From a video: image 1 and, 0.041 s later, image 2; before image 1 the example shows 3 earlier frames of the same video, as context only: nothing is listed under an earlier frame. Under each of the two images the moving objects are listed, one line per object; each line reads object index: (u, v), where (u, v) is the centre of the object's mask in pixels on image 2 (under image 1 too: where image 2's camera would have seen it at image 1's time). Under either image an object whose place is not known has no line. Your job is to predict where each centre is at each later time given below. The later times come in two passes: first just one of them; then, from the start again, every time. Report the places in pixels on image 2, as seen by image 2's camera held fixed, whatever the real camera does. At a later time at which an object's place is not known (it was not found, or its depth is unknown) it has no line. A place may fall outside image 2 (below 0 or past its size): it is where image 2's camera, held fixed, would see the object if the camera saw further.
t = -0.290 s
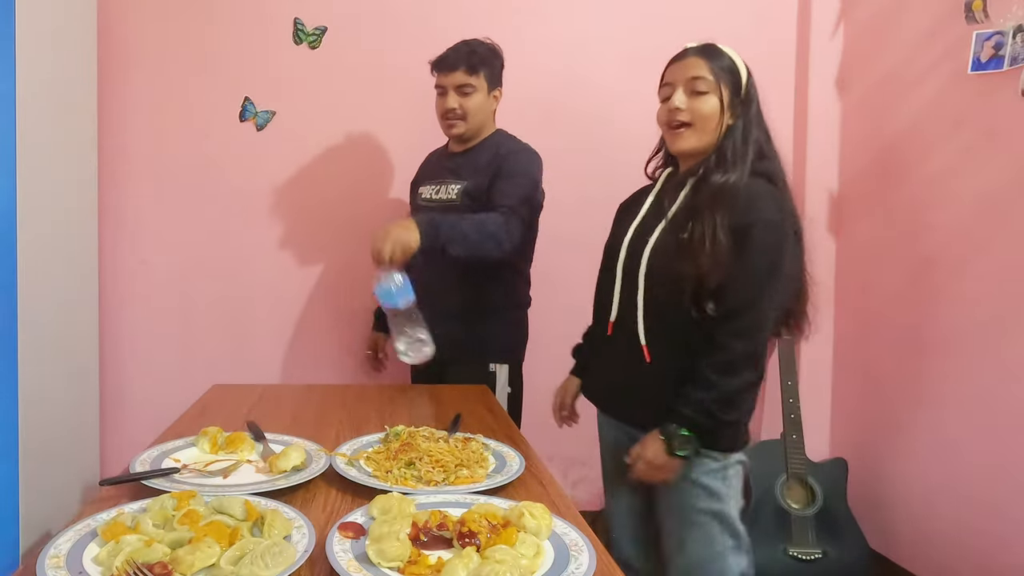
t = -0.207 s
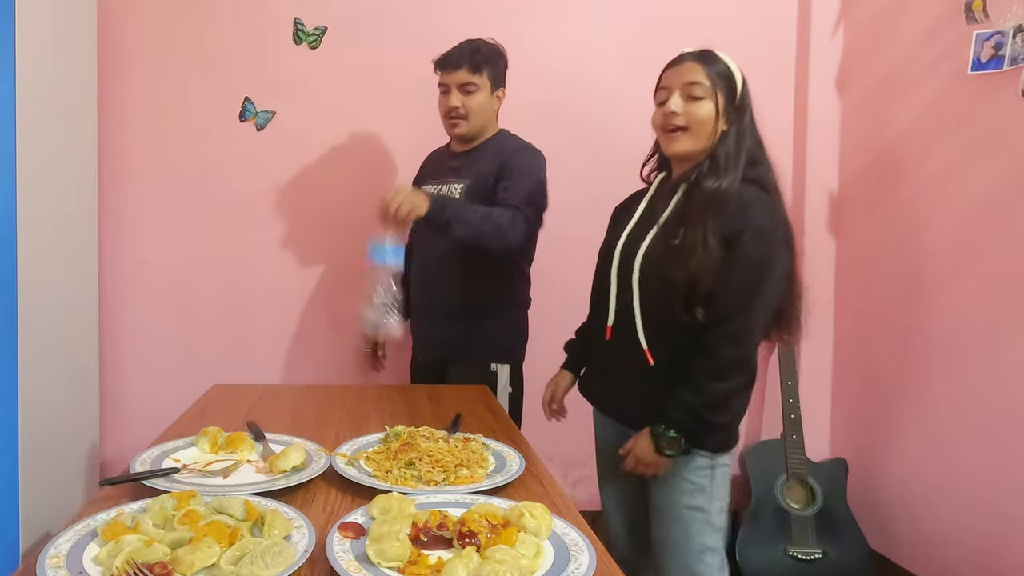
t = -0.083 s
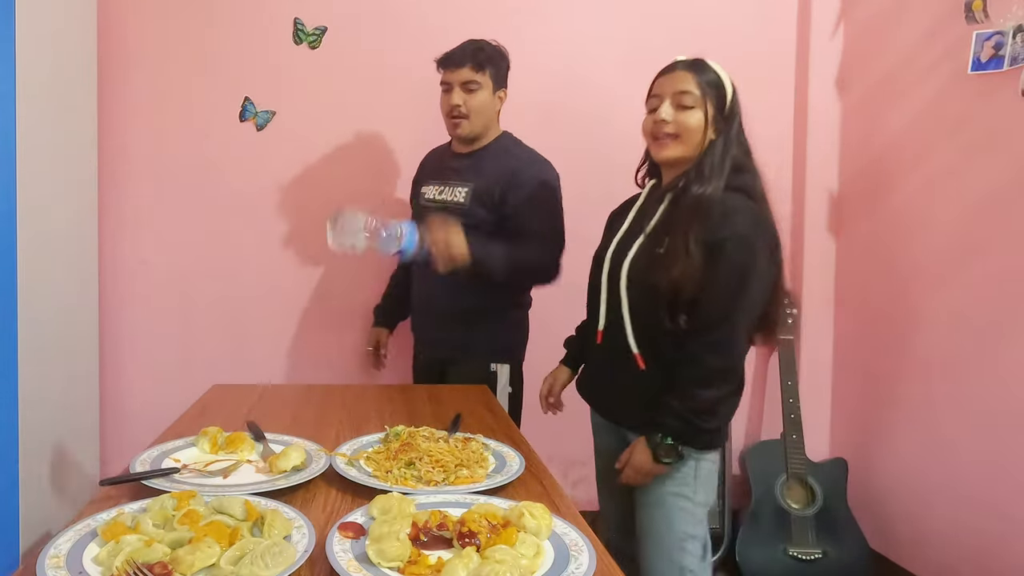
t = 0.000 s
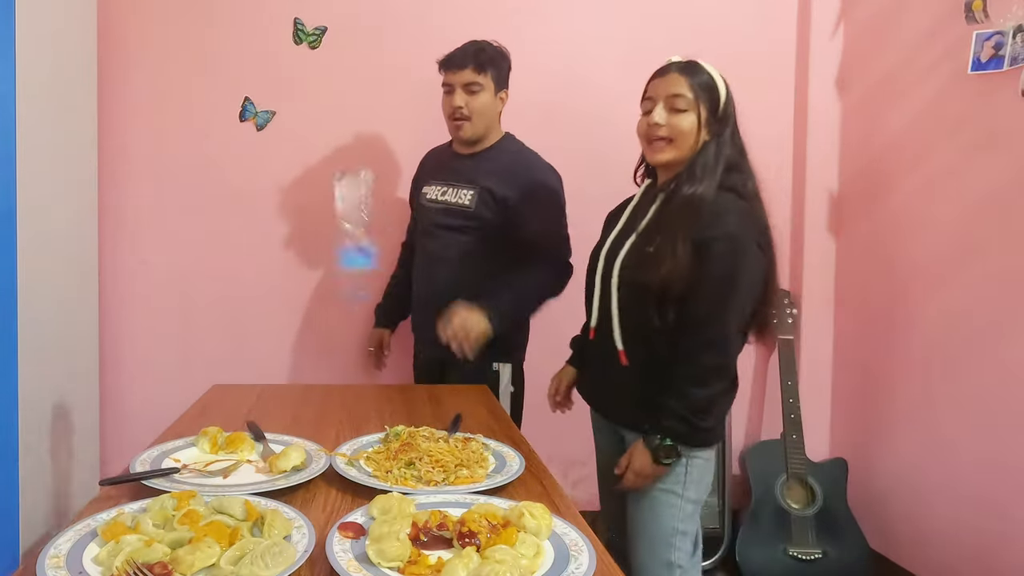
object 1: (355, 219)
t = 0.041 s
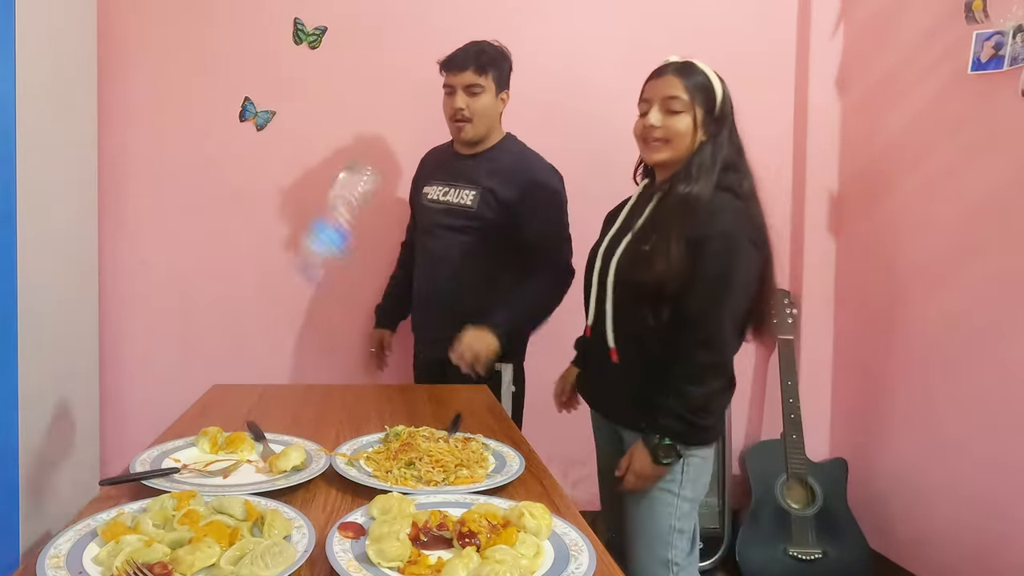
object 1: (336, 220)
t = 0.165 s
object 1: (337, 198)
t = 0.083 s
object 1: (325, 201)
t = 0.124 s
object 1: (330, 191)
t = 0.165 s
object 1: (337, 198)
